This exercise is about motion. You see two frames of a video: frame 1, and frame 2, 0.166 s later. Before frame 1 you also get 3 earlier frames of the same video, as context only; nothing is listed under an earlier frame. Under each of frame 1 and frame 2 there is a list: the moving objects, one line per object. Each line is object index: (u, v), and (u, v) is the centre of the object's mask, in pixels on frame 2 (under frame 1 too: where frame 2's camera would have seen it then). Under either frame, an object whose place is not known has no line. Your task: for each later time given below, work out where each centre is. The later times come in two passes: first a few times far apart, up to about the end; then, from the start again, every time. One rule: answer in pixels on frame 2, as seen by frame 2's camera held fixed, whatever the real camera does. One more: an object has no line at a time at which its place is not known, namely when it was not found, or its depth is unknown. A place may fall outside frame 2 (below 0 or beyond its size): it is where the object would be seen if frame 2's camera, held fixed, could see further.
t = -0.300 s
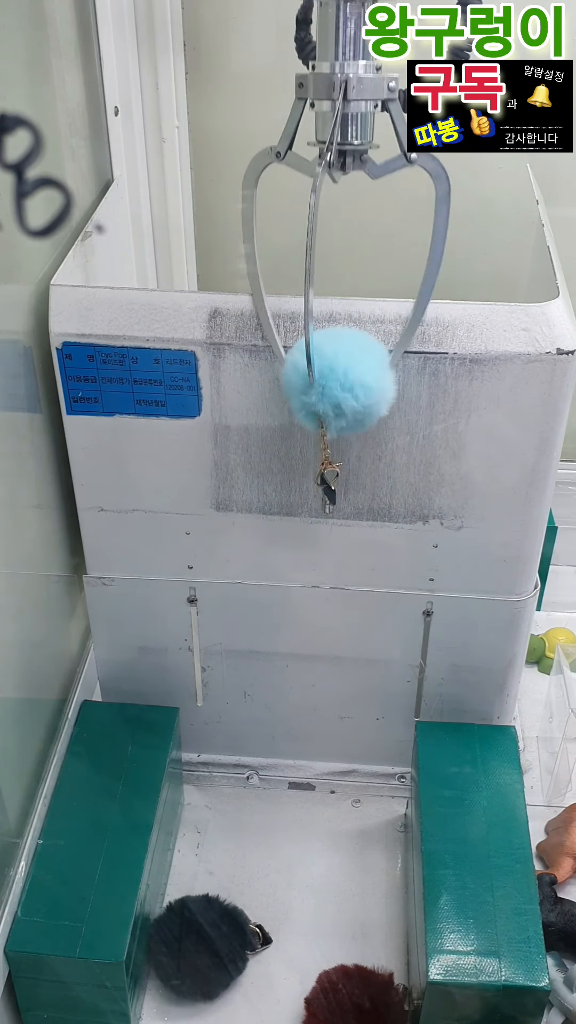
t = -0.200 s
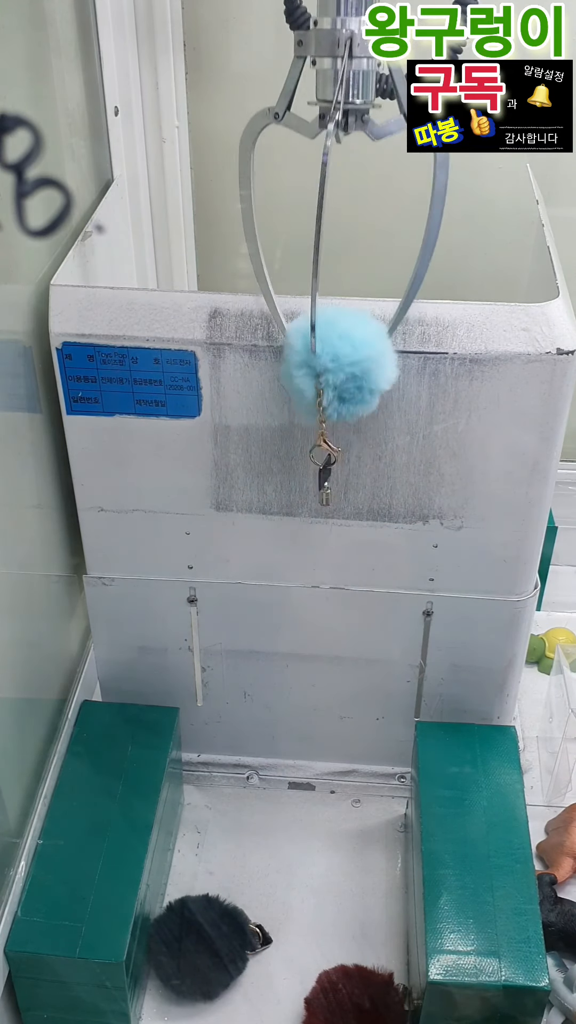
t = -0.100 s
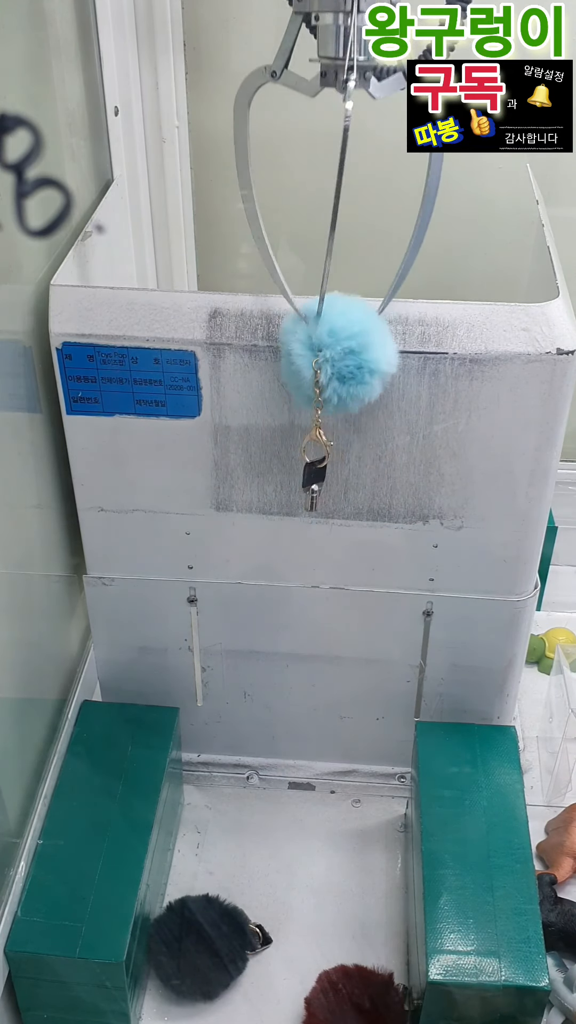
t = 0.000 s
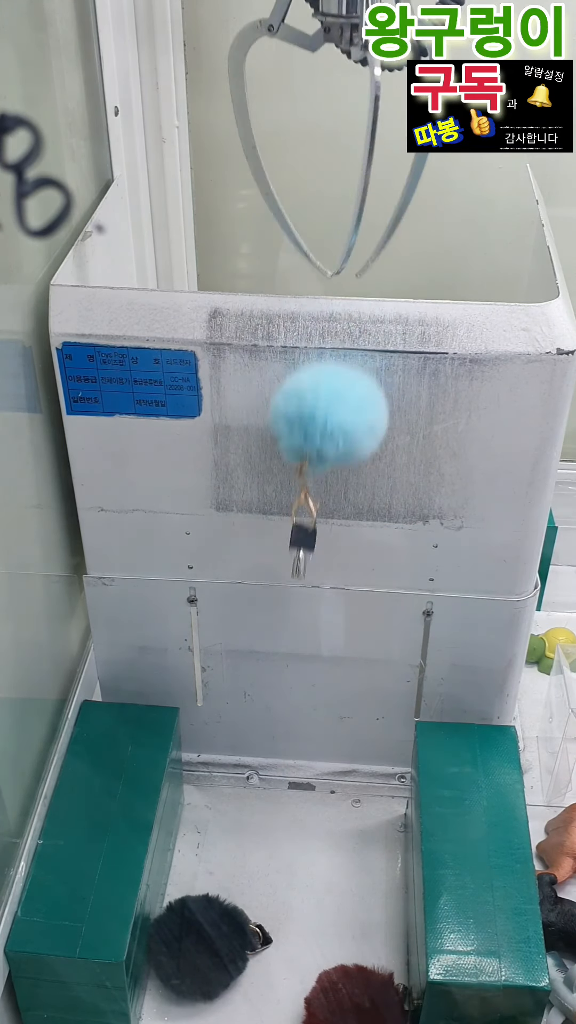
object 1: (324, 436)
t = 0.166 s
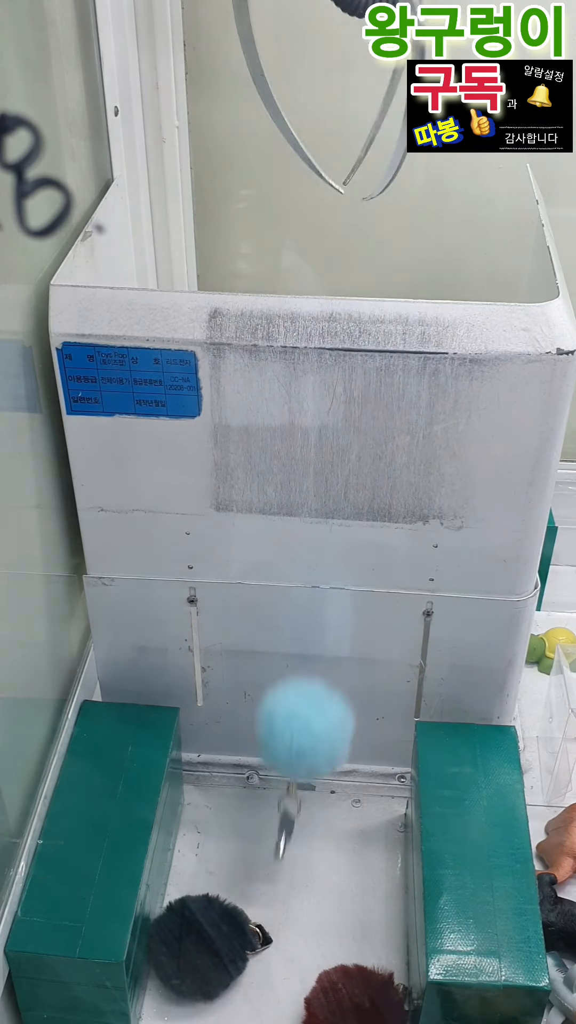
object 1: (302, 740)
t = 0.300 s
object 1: (315, 814)
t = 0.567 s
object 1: (314, 823)
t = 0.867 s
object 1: (315, 823)
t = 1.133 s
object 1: (315, 823)
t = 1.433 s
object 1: (315, 823)
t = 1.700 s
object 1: (315, 823)
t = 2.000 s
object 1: (315, 823)
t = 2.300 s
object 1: (315, 823)
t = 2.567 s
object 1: (315, 823)
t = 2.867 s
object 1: (315, 823)
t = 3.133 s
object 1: (315, 823)
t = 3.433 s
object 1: (315, 823)
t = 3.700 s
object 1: (315, 823)
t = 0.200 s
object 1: (295, 815)
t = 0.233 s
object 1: (299, 826)
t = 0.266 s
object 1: (307, 818)
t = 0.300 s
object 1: (315, 814)
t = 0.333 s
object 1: (321, 821)
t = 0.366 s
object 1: (327, 825)
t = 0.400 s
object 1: (322, 822)
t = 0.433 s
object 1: (317, 823)
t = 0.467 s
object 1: (314, 823)
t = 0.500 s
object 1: (312, 824)
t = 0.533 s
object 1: (312, 824)
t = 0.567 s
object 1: (314, 823)
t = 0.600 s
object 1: (315, 823)
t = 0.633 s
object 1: (315, 823)
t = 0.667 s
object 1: (315, 823)
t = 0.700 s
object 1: (315, 823)
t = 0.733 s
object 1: (315, 823)
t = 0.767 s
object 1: (315, 823)
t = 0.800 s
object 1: (315, 823)
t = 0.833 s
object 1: (315, 823)
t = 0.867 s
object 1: (315, 823)
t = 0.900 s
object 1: (315, 823)
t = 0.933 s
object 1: (315, 823)
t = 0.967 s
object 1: (315, 823)
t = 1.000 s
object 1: (315, 823)
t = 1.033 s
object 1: (315, 823)
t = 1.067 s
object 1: (315, 823)
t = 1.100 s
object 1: (315, 823)
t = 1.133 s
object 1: (315, 823)
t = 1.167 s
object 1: (315, 823)
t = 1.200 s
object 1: (315, 823)
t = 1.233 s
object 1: (315, 823)
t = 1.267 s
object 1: (315, 823)
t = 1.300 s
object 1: (315, 823)
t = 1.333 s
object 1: (315, 823)
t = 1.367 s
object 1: (315, 823)
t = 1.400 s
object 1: (315, 823)
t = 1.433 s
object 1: (315, 823)
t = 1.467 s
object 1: (315, 823)
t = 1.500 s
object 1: (315, 823)
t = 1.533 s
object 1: (315, 823)
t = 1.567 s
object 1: (315, 823)
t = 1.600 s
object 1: (315, 823)
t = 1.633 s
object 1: (315, 823)
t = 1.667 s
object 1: (315, 823)
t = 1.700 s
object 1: (315, 823)
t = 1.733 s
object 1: (315, 823)
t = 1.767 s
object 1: (315, 823)
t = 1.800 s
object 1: (315, 823)
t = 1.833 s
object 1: (315, 823)
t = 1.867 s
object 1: (315, 823)
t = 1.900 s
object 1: (315, 823)
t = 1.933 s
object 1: (315, 823)
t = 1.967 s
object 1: (315, 823)
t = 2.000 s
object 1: (315, 823)
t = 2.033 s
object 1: (315, 823)
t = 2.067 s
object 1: (315, 823)
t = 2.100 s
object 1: (315, 823)
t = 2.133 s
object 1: (315, 823)
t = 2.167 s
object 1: (315, 823)
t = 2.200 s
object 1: (315, 823)
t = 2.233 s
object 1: (315, 823)
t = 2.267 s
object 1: (315, 823)
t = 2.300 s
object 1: (315, 823)
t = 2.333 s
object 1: (315, 823)
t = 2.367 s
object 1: (315, 823)
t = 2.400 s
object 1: (315, 823)
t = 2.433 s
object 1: (315, 823)
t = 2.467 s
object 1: (315, 823)
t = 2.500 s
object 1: (315, 823)
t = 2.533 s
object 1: (315, 823)
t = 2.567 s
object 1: (315, 823)
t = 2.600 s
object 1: (315, 823)
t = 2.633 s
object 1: (315, 823)
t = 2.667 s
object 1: (315, 823)
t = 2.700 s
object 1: (316, 823)
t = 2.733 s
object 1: (315, 823)
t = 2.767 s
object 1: (315, 823)
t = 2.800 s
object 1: (315, 823)
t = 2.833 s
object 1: (315, 823)
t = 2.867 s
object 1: (315, 823)
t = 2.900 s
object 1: (315, 823)
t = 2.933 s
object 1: (315, 823)
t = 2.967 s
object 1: (315, 823)
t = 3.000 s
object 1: (315, 823)
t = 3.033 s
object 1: (315, 823)
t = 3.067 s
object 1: (315, 823)
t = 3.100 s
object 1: (315, 823)
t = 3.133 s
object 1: (315, 823)
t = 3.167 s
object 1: (315, 823)
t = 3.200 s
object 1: (315, 823)
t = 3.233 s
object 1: (315, 823)
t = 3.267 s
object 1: (315, 823)
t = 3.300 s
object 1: (315, 823)
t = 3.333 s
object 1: (315, 823)
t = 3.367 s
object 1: (315, 823)
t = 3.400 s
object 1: (315, 823)
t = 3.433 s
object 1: (315, 823)
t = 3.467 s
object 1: (315, 823)
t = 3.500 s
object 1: (316, 823)
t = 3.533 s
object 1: (315, 823)
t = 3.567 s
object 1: (315, 823)
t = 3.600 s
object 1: (315, 823)
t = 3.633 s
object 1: (315, 823)
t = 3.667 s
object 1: (315, 823)
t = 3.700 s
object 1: (315, 823)
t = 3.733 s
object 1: (315, 823)
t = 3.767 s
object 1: (315, 823)
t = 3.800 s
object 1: (315, 823)
